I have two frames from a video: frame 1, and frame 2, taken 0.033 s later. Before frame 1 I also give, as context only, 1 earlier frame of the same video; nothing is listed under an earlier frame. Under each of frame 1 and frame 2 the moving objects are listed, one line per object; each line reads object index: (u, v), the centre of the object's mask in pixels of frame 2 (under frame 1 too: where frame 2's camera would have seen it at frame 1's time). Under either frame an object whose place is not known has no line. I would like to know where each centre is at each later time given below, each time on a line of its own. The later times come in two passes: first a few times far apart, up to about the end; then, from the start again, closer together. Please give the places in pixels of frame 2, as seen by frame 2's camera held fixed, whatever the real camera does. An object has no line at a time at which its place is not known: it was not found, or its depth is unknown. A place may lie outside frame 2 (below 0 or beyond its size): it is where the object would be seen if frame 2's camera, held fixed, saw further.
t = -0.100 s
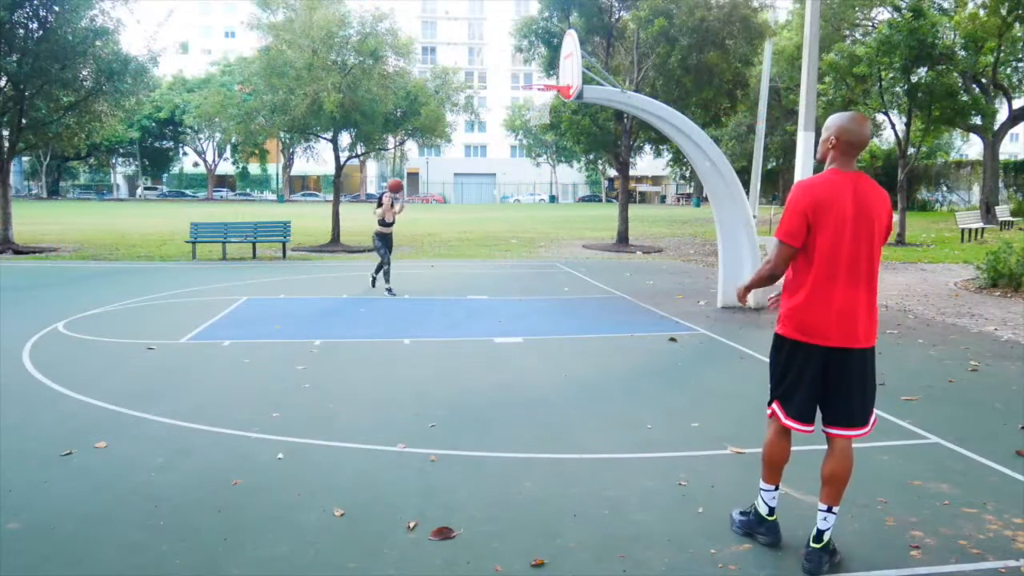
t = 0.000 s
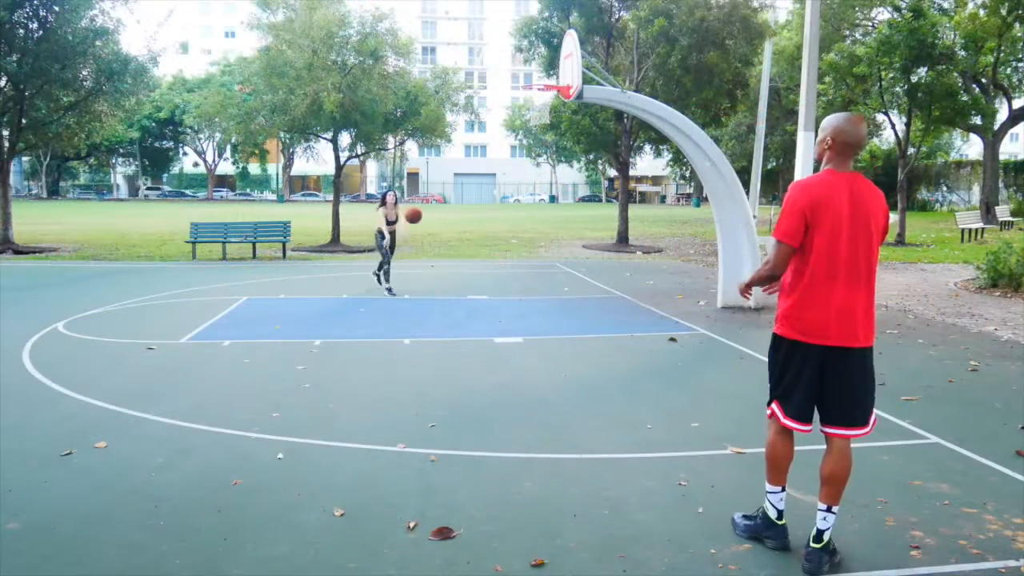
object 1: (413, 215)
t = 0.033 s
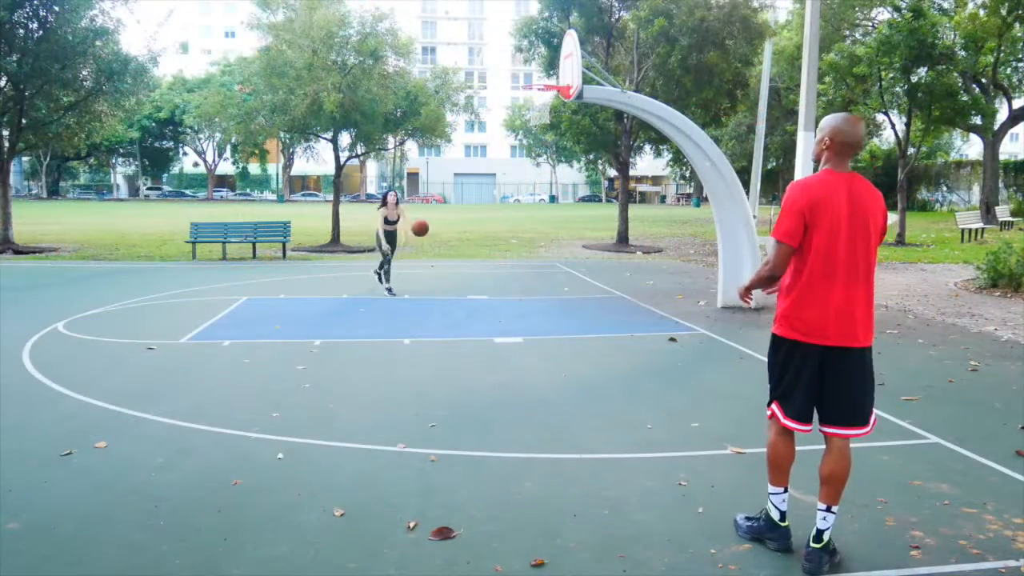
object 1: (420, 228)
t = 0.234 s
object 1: (466, 313)
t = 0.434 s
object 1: (503, 234)
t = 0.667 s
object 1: (557, 172)
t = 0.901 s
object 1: (624, 160)
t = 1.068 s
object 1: (685, 198)
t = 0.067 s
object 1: (427, 242)
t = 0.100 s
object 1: (434, 258)
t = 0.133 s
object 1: (442, 275)
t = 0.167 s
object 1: (450, 294)
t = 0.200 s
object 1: (459, 316)
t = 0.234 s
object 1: (466, 313)
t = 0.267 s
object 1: (471, 299)
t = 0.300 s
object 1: (477, 285)
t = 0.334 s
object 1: (483, 271)
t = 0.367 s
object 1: (489, 258)
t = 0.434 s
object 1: (503, 234)
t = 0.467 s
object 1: (509, 222)
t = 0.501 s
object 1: (517, 213)
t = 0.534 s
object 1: (524, 203)
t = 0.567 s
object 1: (532, 194)
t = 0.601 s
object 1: (539, 185)
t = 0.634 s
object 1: (548, 178)
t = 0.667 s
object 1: (557, 172)
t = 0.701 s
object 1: (565, 166)
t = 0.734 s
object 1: (575, 162)
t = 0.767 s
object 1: (583, 159)
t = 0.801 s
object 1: (593, 158)
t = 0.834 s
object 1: (603, 157)
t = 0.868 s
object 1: (614, 159)
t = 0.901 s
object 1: (624, 160)
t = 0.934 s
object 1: (635, 164)
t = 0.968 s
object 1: (648, 170)
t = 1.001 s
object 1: (660, 177)
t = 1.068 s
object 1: (685, 198)
